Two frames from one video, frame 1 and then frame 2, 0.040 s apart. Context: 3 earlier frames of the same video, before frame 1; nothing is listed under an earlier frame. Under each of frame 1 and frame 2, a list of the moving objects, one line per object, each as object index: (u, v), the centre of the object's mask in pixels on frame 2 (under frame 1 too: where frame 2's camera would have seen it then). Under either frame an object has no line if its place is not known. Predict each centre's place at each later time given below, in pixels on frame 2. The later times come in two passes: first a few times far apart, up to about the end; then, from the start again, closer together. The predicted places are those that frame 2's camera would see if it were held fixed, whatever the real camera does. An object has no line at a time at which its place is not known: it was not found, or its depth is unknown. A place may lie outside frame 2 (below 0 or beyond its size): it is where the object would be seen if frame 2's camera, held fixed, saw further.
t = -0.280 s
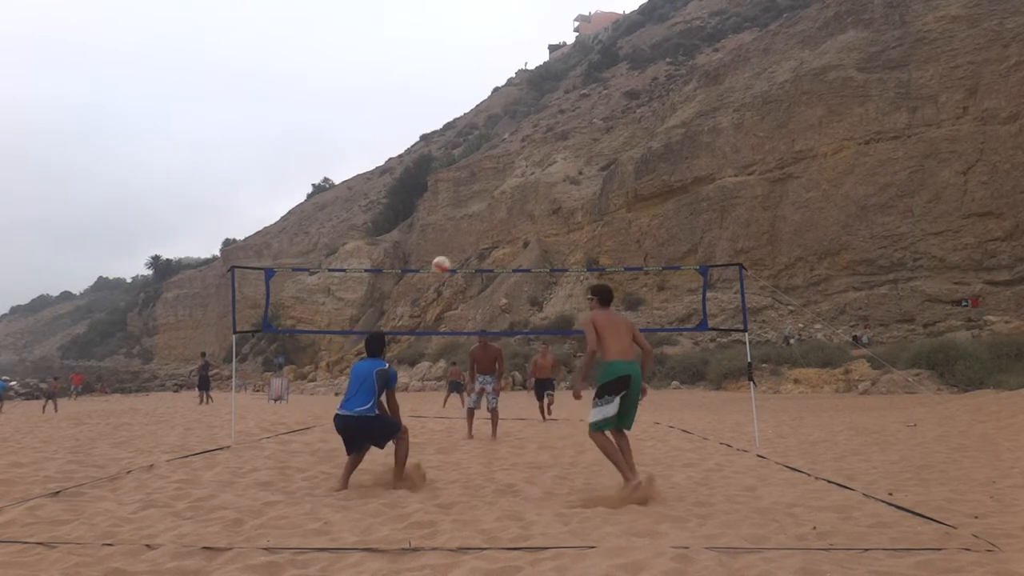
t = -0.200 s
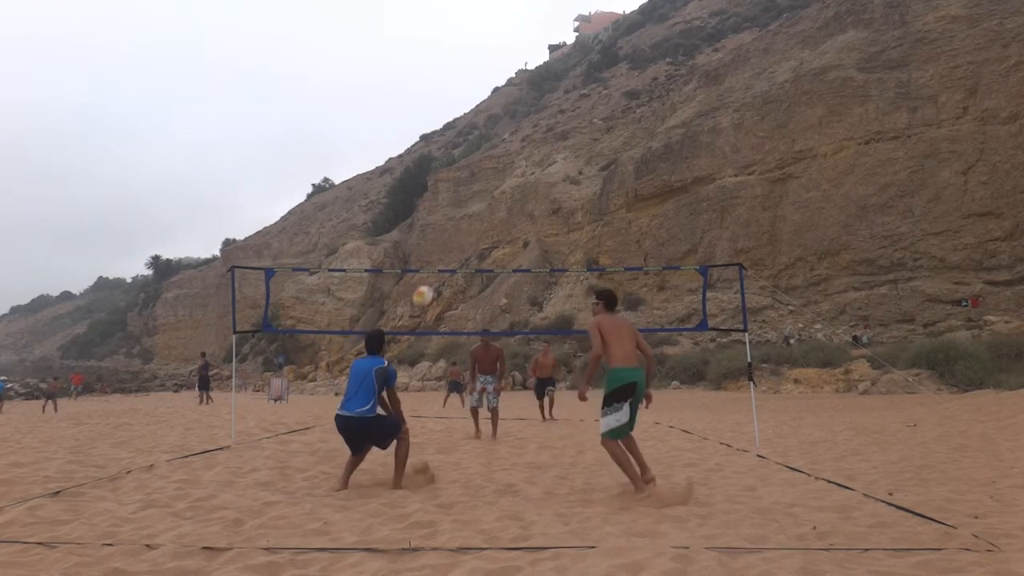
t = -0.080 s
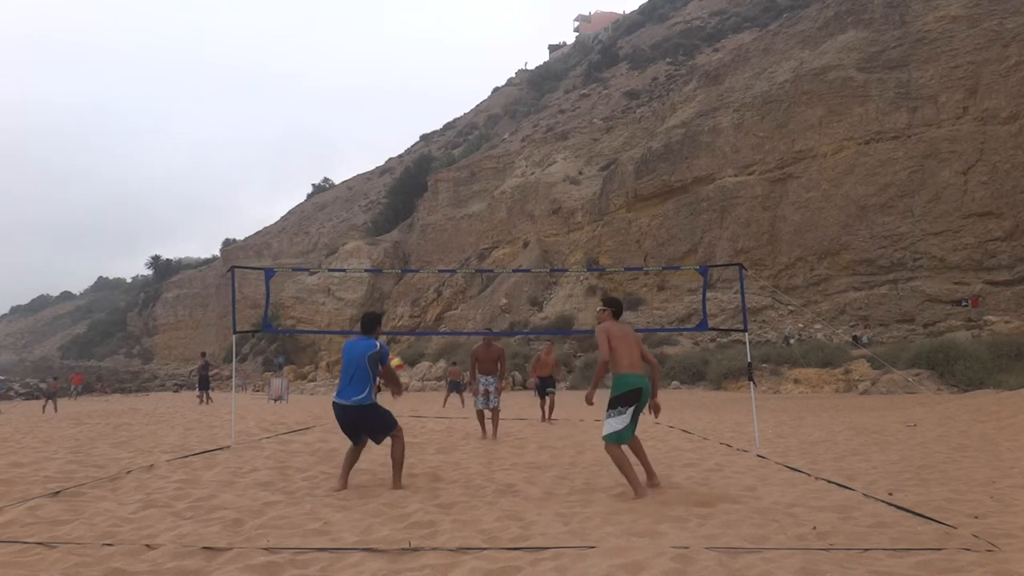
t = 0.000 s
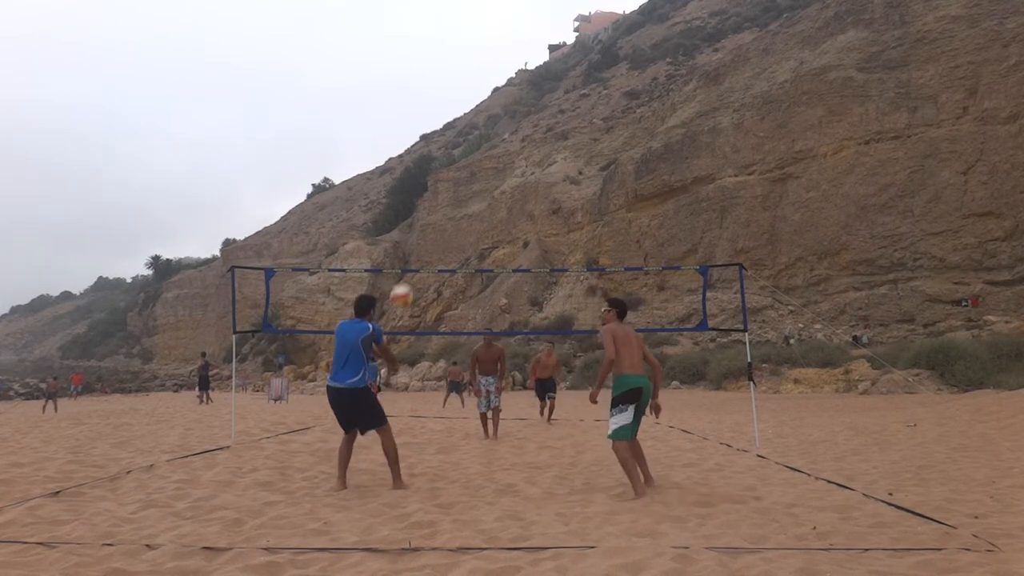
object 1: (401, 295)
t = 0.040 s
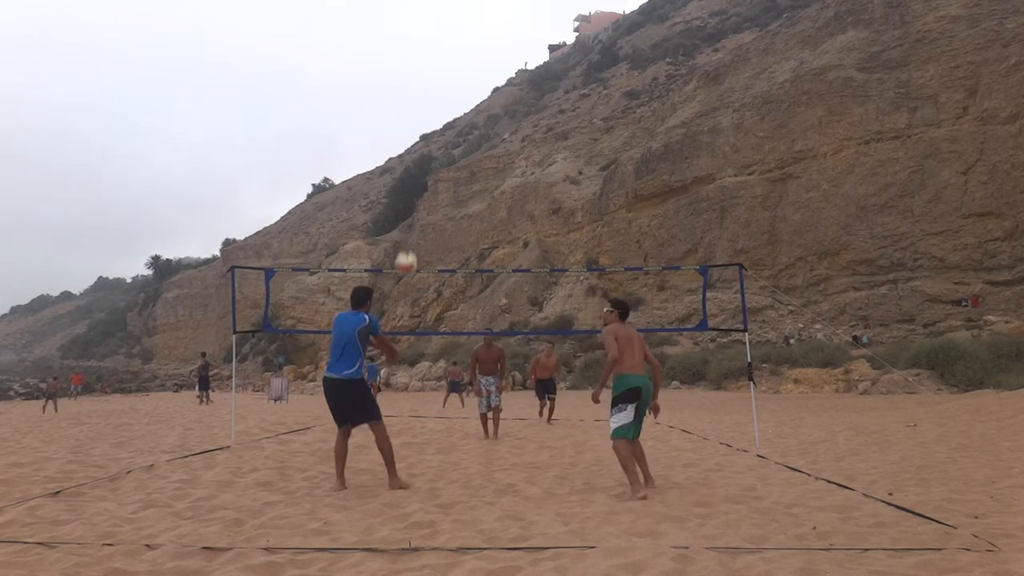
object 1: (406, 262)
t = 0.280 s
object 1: (435, 115)
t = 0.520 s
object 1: (461, 38)
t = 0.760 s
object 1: (485, 17)
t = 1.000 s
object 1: (506, 42)
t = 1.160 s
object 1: (519, 84)
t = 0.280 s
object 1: (435, 115)
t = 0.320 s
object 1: (439, 98)
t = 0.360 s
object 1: (444, 83)
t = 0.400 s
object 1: (448, 69)
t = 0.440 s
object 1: (453, 57)
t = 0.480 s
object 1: (457, 47)
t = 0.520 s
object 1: (461, 38)
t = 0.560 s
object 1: (466, 31)
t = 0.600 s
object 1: (469, 25)
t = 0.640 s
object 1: (473, 21)
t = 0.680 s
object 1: (477, 18)
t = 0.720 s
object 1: (481, 16)
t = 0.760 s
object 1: (485, 17)
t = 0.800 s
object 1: (489, 18)
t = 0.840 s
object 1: (492, 20)
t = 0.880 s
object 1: (496, 24)
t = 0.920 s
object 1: (499, 28)
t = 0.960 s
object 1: (503, 35)
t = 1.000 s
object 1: (506, 42)
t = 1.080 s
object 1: (513, 61)
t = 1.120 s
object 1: (516, 71)
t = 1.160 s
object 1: (519, 84)
